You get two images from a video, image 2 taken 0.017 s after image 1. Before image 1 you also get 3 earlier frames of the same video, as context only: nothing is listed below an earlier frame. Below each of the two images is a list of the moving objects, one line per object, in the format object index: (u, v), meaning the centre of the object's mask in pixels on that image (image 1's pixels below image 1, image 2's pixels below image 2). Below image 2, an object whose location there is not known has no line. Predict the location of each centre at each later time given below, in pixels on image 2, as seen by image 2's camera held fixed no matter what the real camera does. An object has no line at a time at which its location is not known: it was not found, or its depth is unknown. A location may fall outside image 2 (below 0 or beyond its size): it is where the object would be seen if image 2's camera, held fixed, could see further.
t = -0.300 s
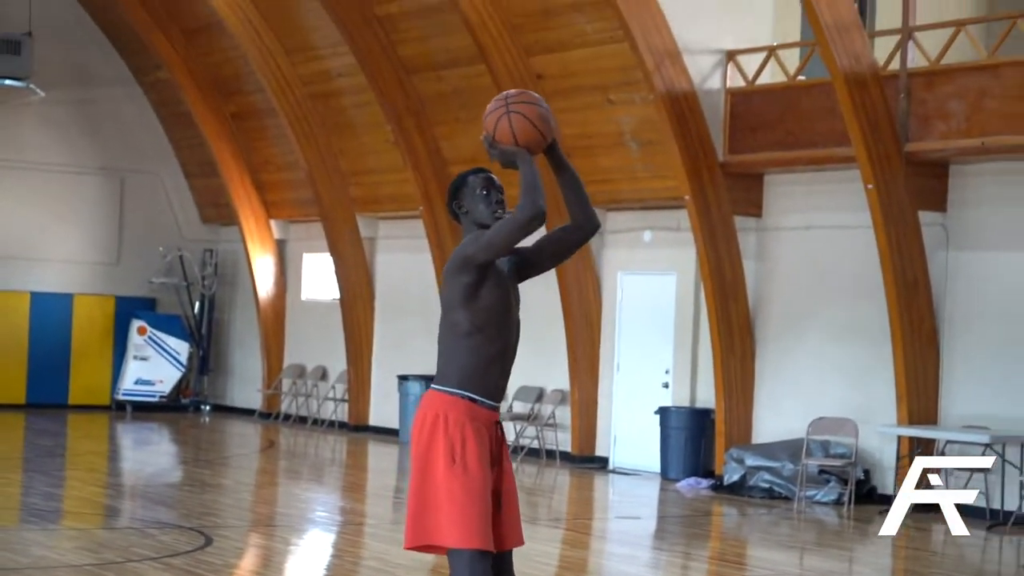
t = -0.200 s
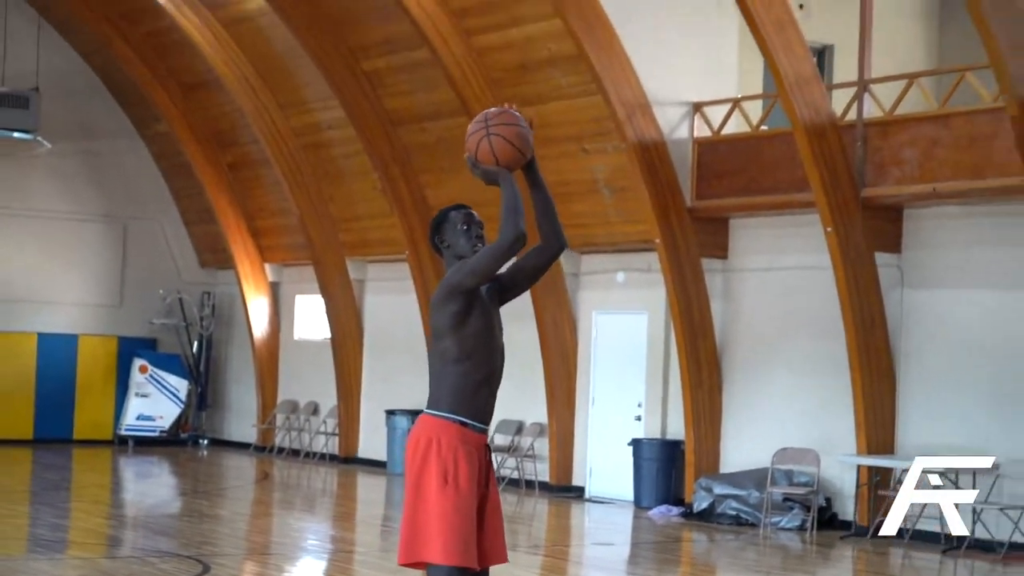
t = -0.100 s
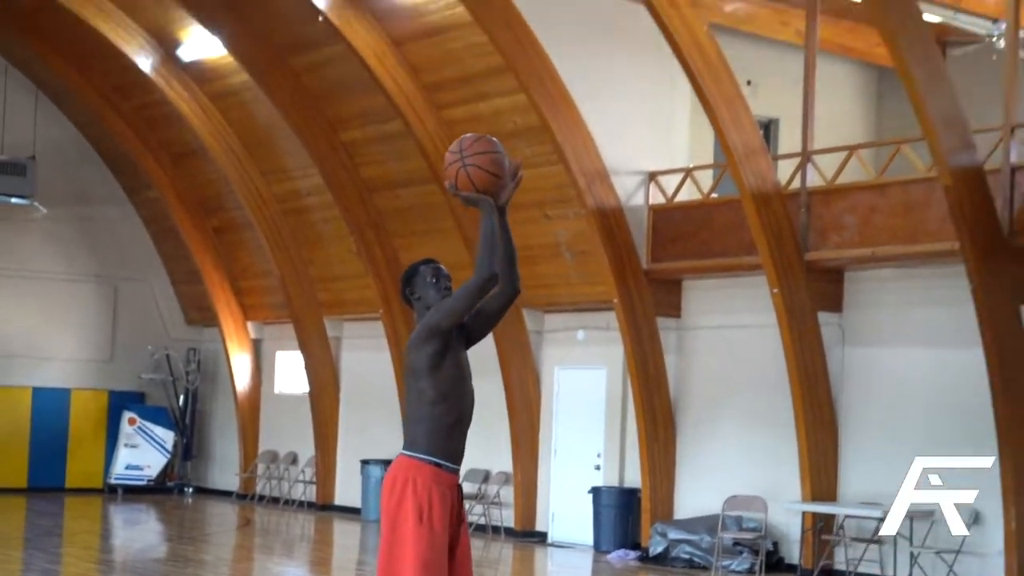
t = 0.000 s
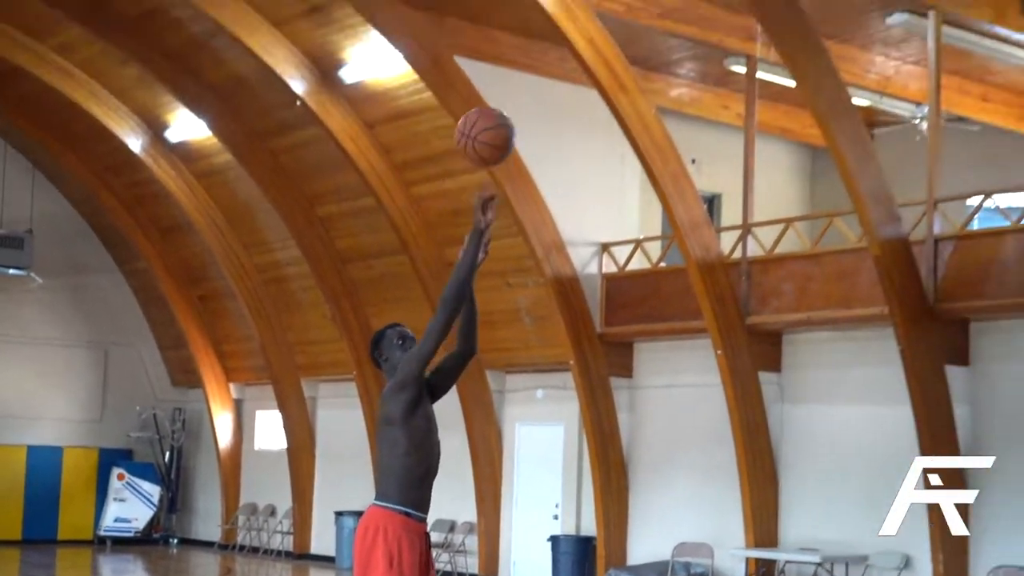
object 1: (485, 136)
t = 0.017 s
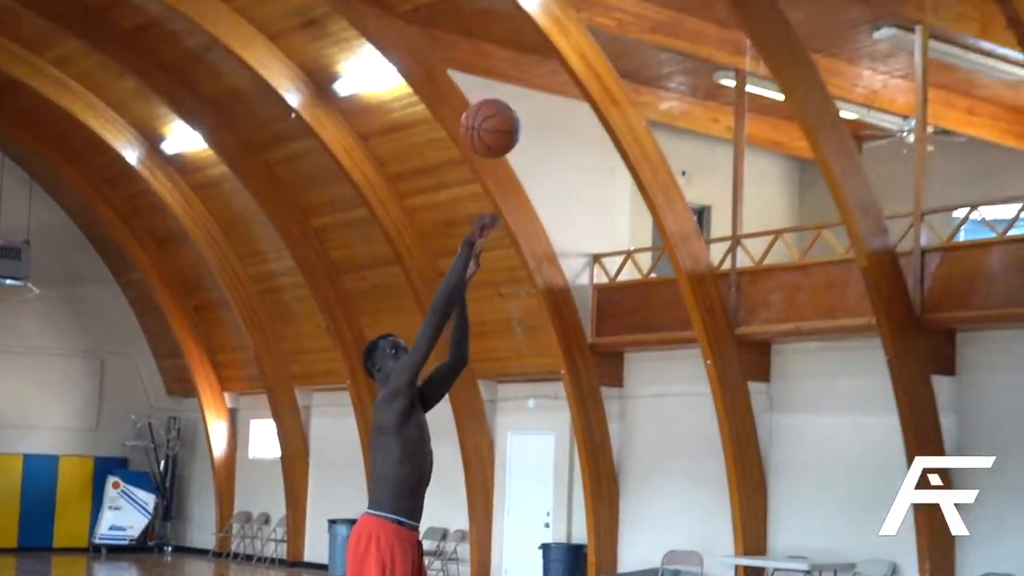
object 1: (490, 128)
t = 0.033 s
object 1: (505, 108)
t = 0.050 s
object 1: (519, 89)
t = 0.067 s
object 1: (532, 68)
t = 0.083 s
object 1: (545, 46)
